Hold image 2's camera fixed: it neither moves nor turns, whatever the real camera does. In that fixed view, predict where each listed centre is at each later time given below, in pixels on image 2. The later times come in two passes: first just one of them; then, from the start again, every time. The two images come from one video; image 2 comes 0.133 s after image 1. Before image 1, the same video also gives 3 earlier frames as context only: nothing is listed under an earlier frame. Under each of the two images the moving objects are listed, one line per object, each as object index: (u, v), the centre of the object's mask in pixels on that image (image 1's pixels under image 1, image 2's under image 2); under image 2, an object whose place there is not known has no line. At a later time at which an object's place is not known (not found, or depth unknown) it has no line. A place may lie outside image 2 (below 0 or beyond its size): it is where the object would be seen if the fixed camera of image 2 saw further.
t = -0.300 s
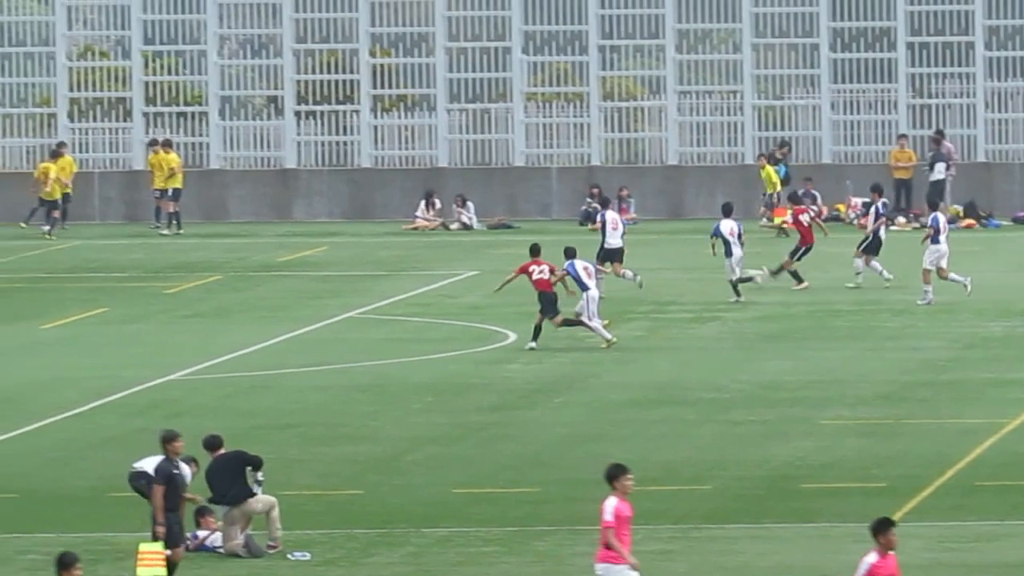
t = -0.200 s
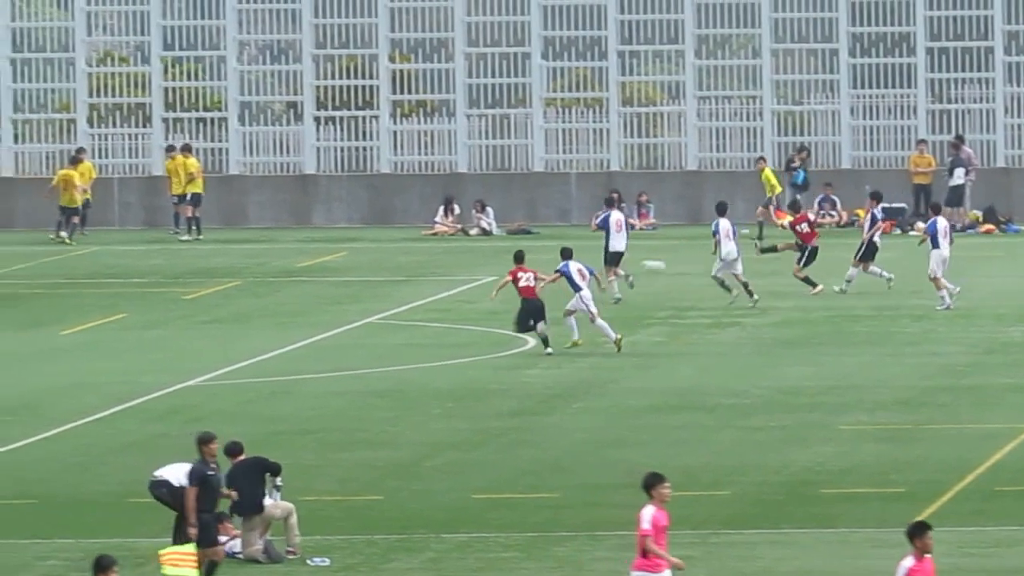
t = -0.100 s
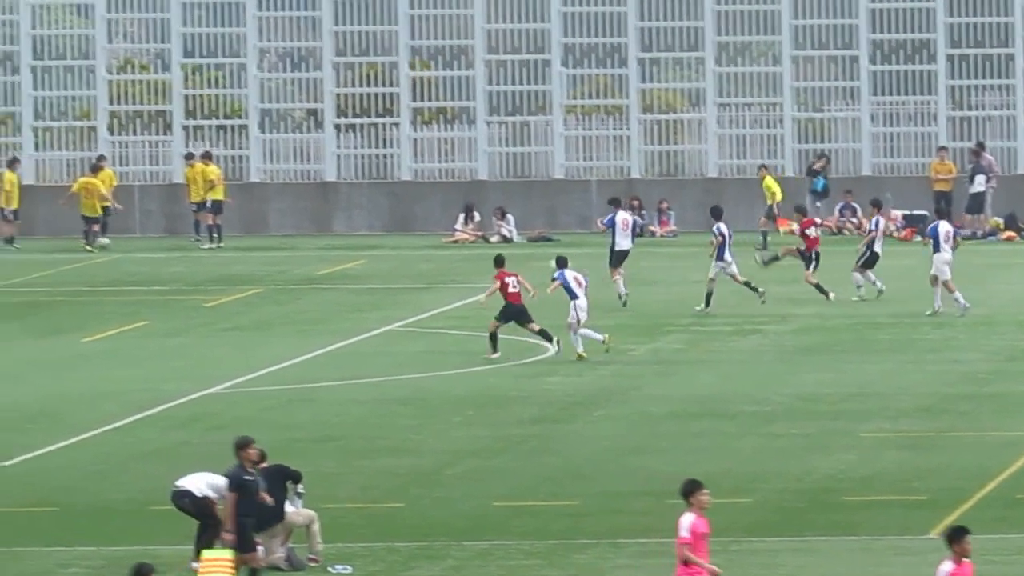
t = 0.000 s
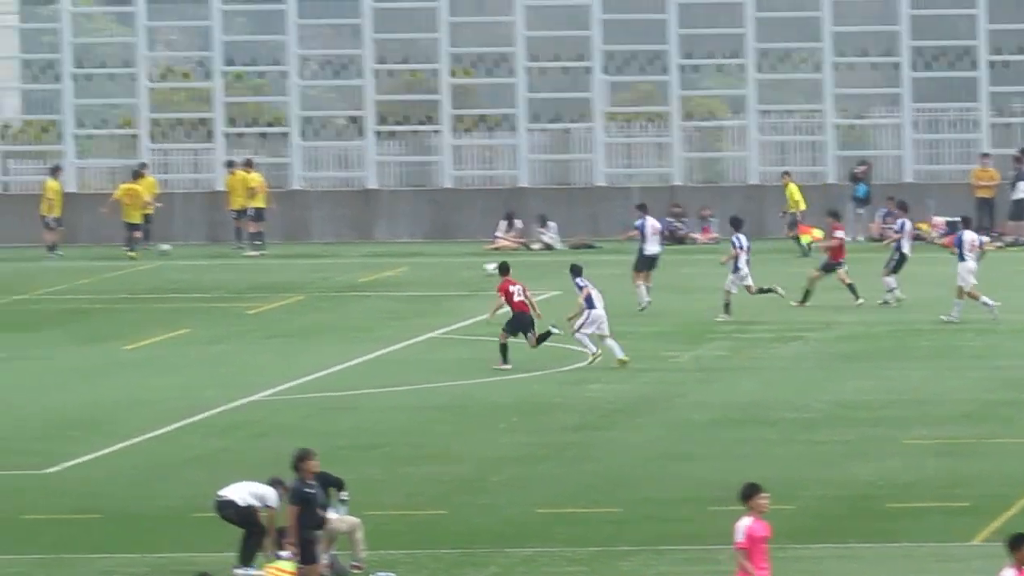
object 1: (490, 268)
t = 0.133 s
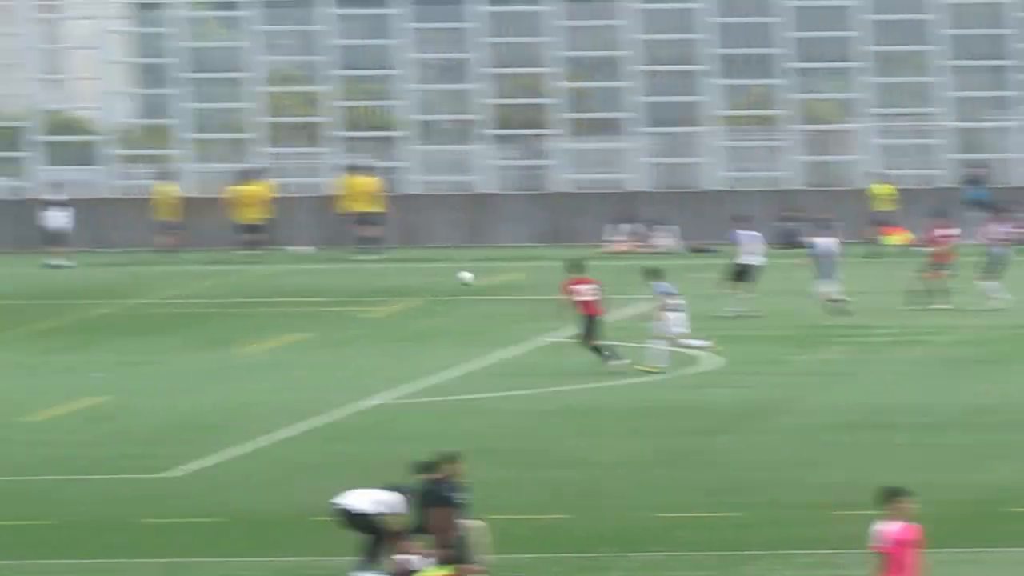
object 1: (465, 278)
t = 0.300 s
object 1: (305, 298)
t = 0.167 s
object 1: (432, 281)
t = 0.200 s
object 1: (400, 284)
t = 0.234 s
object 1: (368, 288)
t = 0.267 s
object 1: (336, 292)
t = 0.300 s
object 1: (305, 298)
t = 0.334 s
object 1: (273, 303)
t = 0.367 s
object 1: (241, 309)
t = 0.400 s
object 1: (210, 316)
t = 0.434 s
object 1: (178, 324)
